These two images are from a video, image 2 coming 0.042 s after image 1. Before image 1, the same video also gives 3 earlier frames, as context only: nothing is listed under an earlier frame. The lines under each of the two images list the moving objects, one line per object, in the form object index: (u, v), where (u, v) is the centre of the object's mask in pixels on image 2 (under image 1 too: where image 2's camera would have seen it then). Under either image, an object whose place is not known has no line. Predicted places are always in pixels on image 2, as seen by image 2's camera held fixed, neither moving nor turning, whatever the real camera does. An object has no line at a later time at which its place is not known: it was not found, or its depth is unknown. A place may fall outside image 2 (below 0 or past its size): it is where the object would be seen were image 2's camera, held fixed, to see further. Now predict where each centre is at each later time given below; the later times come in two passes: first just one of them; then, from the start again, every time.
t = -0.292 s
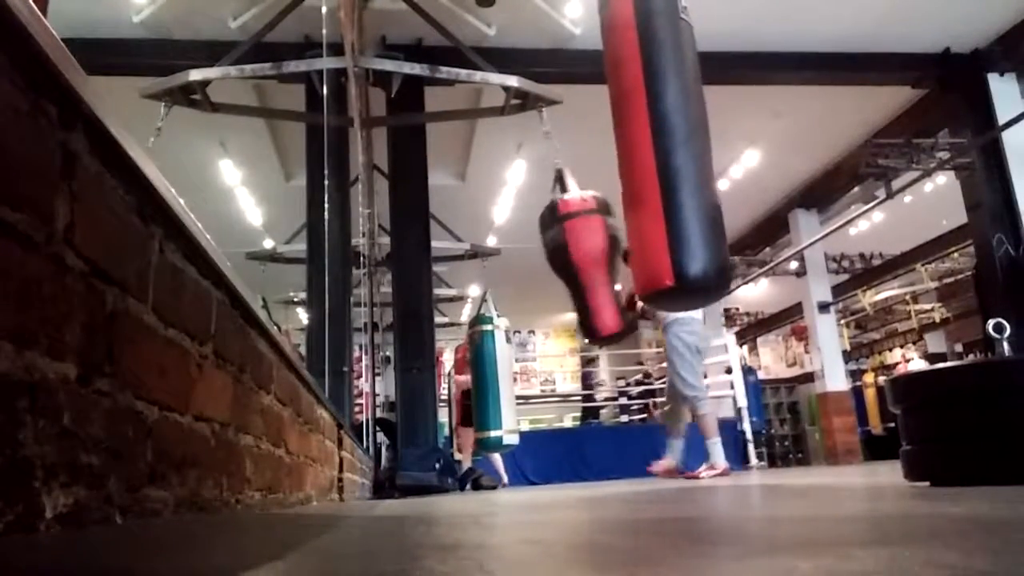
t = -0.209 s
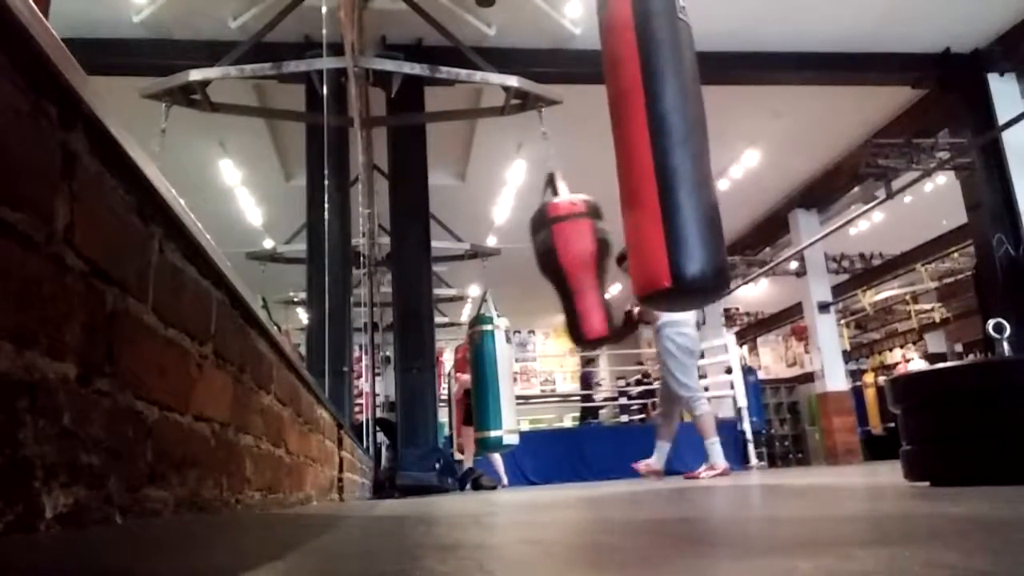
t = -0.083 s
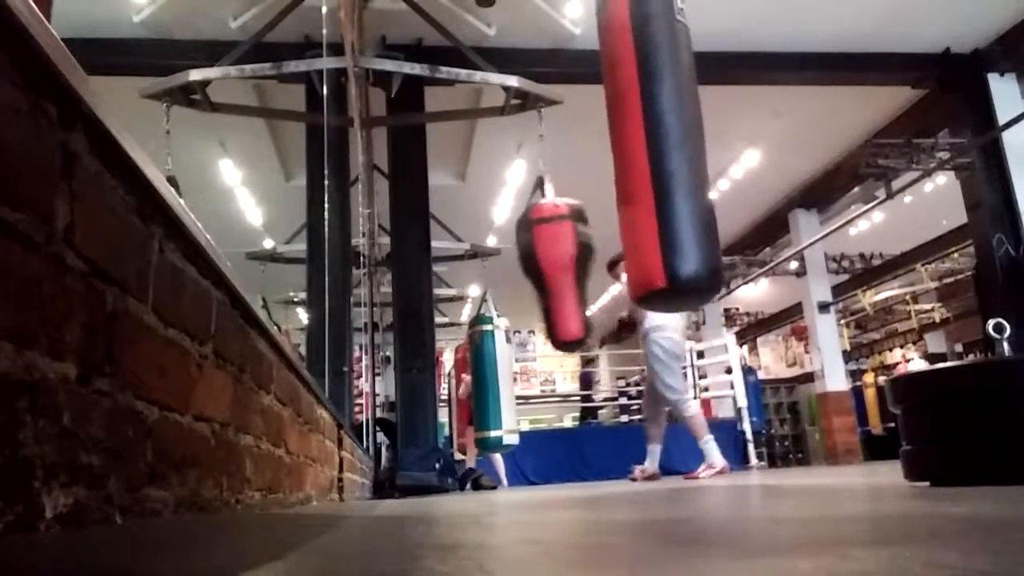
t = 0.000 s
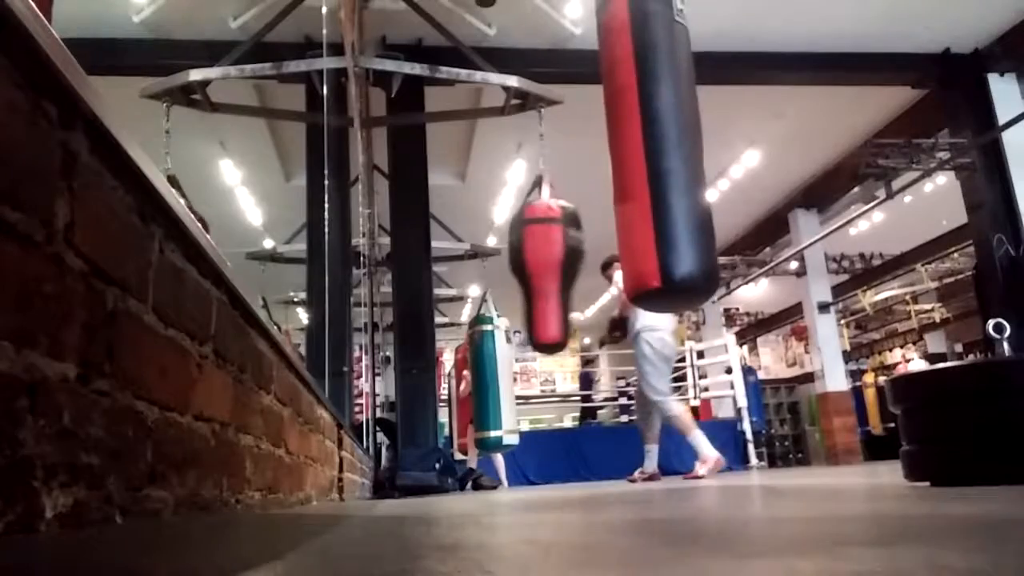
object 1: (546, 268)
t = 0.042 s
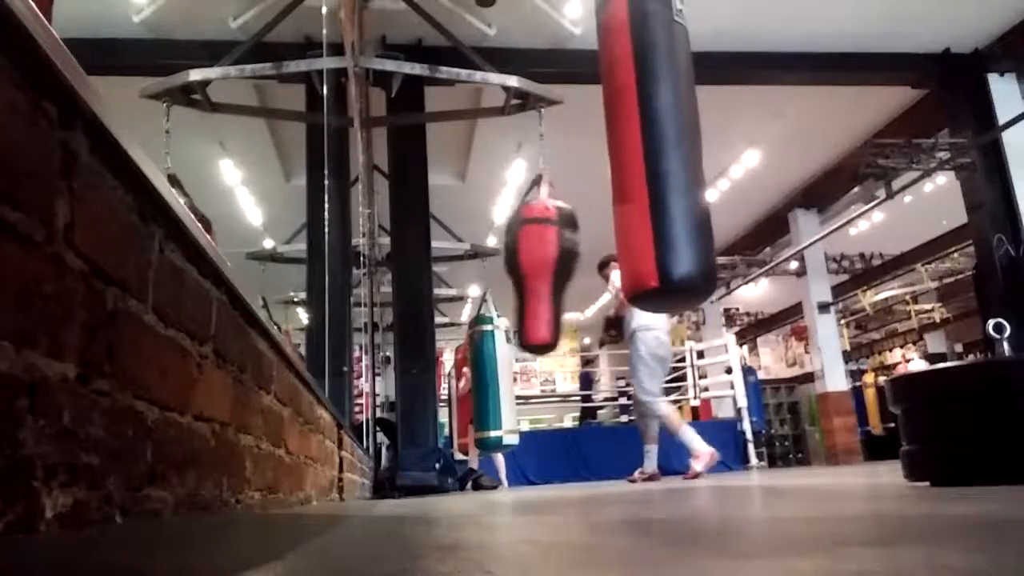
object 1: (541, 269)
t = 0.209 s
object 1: (519, 268)
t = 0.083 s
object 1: (535, 269)
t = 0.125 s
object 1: (530, 270)
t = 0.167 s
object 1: (525, 269)
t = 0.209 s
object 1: (519, 268)
